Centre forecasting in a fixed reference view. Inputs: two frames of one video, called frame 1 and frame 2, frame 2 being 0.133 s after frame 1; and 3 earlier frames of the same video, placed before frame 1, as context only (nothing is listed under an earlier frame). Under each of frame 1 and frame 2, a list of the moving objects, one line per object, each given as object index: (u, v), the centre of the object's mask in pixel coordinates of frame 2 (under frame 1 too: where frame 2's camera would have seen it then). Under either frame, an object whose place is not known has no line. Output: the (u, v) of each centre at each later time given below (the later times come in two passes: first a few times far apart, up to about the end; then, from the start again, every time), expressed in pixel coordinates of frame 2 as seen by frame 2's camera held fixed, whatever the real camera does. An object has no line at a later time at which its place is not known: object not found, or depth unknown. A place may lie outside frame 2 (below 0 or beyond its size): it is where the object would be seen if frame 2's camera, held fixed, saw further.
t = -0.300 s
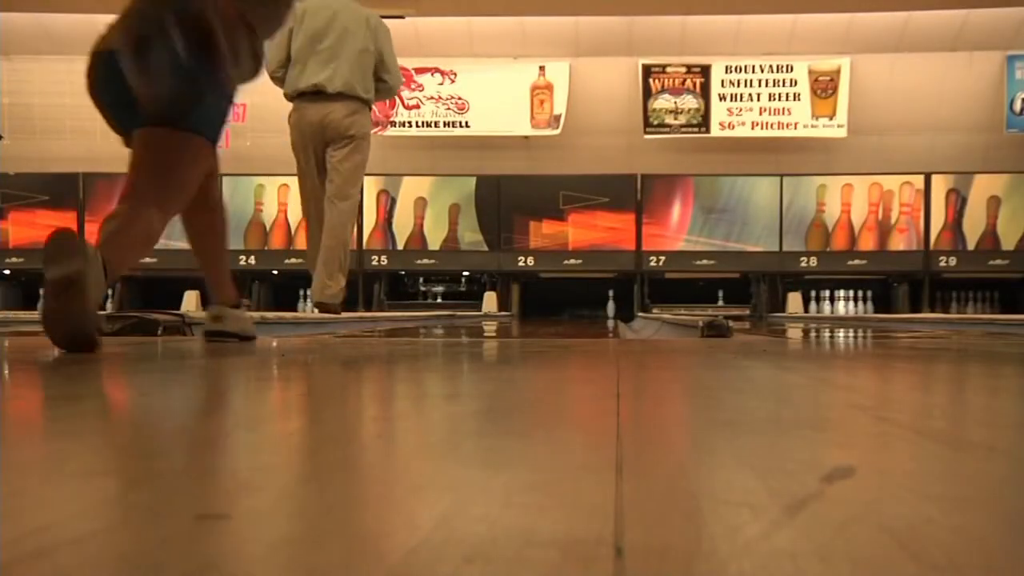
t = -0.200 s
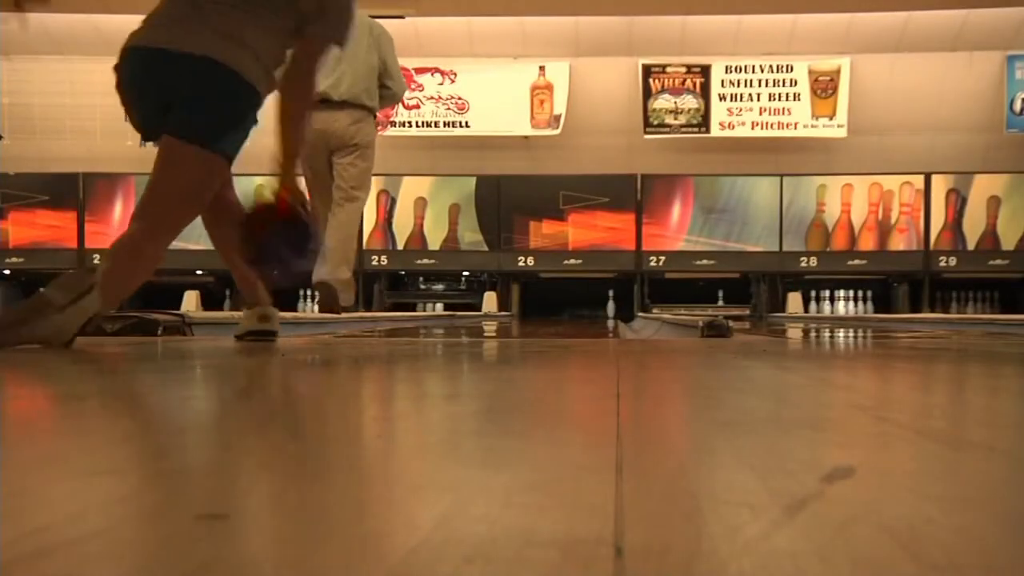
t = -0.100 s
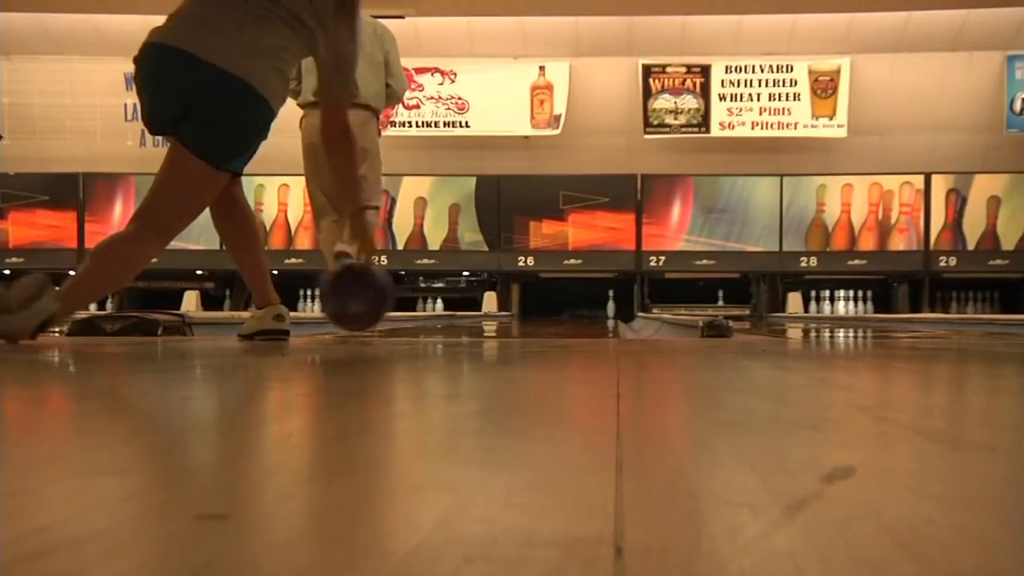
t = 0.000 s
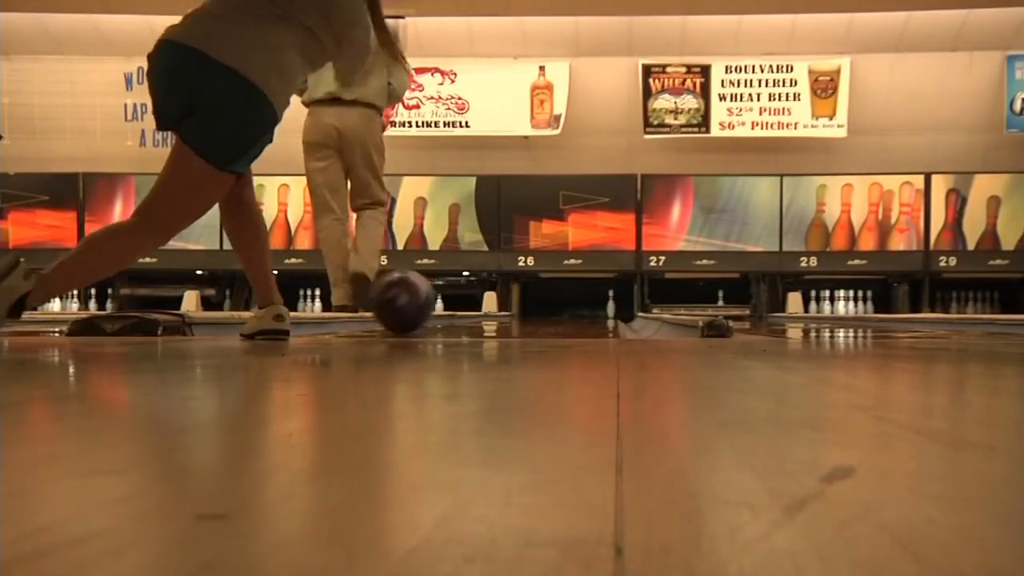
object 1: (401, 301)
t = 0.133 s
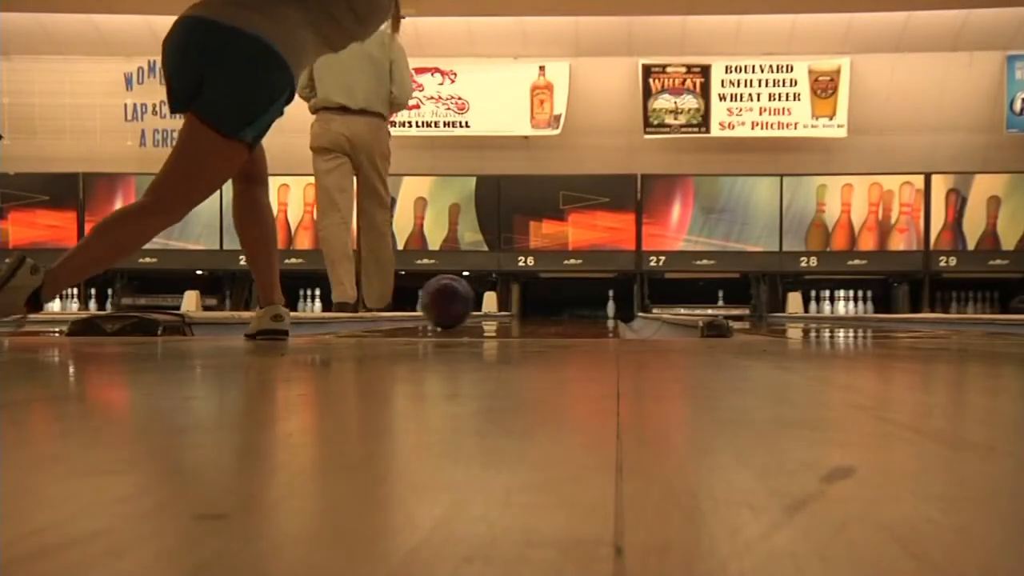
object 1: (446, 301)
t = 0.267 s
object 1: (479, 302)
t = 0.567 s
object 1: (528, 306)
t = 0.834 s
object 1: (553, 307)
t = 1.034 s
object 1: (566, 307)
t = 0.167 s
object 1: (456, 301)
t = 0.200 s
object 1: (464, 301)
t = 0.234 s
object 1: (472, 301)
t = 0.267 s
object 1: (479, 302)
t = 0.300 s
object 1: (486, 302)
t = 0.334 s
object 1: (492, 302)
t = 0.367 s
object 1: (496, 303)
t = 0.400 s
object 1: (504, 304)
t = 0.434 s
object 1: (510, 304)
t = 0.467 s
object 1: (515, 305)
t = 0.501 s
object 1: (519, 305)
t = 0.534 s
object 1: (523, 305)
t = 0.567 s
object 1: (528, 306)
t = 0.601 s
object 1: (531, 306)
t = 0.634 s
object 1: (534, 306)
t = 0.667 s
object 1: (538, 307)
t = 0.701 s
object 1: (541, 307)
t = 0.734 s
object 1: (544, 307)
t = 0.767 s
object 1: (547, 307)
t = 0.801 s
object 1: (550, 307)
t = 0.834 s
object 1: (553, 307)
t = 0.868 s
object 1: (556, 307)
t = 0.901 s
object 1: (558, 307)
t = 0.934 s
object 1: (560, 307)
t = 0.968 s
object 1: (562, 307)
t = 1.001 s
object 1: (565, 307)
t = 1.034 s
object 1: (566, 307)
